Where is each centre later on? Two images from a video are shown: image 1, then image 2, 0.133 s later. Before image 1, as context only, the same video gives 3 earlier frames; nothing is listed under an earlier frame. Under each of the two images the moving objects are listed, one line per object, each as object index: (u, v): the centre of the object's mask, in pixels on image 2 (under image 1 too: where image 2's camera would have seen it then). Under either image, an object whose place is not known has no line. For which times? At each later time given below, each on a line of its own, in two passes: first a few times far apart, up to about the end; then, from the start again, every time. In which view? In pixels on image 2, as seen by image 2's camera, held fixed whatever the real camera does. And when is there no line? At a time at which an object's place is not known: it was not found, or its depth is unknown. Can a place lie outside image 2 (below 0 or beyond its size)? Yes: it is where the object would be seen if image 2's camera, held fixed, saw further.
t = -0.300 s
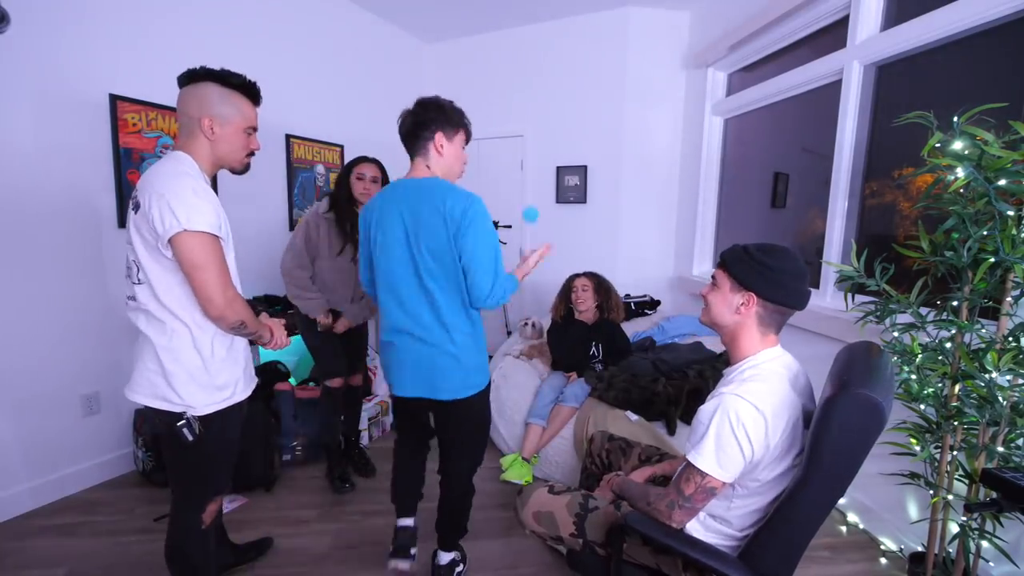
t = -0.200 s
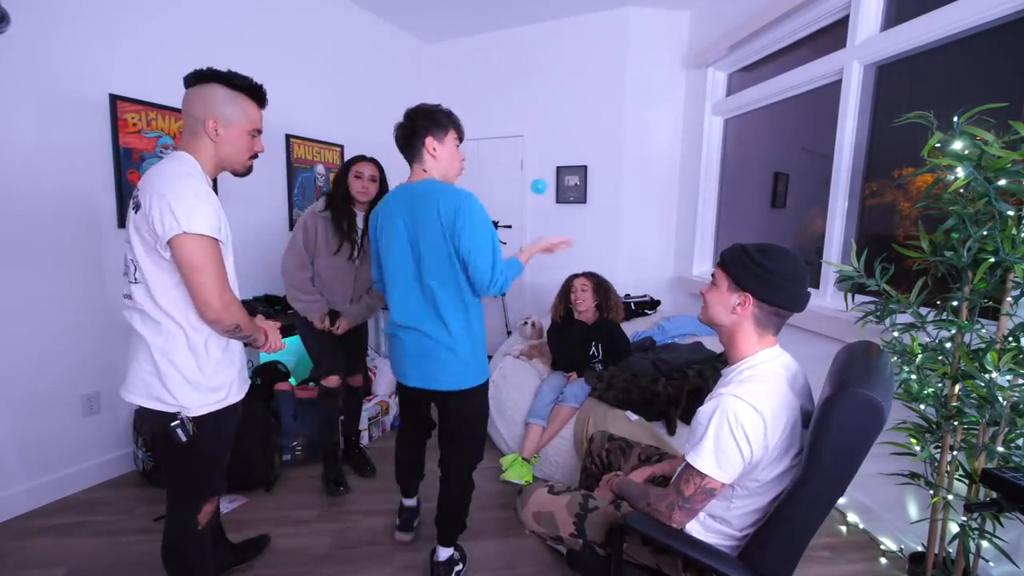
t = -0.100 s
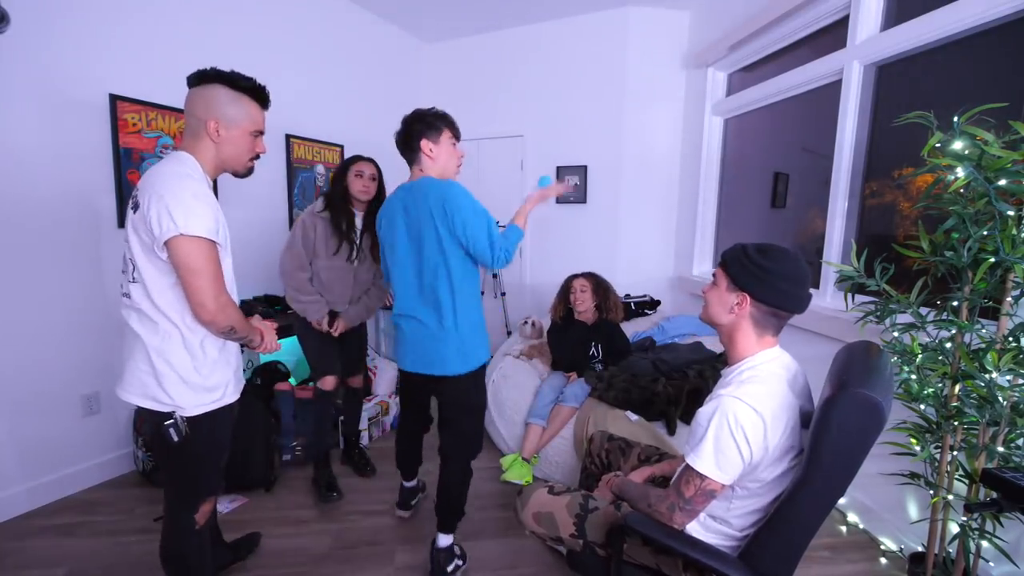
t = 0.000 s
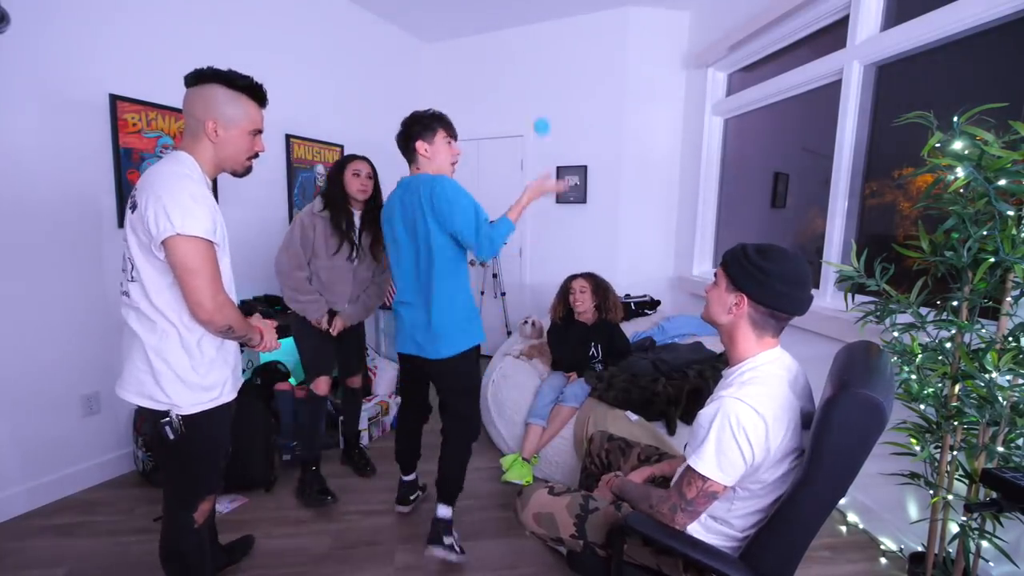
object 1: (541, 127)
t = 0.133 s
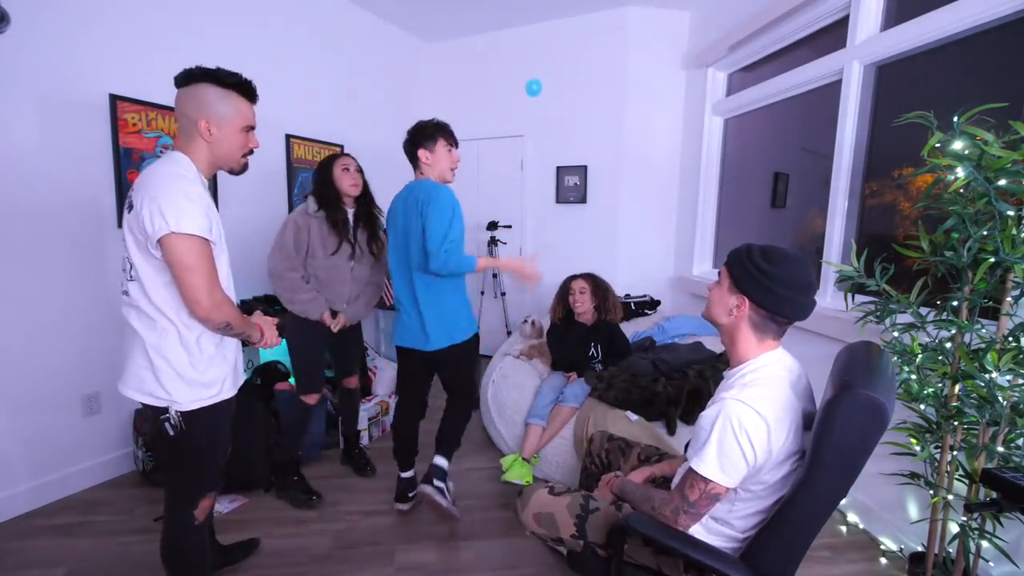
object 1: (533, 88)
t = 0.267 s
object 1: (524, 98)
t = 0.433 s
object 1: (512, 184)
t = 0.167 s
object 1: (531, 85)
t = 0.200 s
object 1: (529, 86)
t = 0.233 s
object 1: (527, 90)
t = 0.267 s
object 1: (524, 98)
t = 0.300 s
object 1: (522, 108)
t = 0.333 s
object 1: (520, 122)
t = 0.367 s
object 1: (517, 139)
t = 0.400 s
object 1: (515, 160)
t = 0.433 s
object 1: (512, 184)
